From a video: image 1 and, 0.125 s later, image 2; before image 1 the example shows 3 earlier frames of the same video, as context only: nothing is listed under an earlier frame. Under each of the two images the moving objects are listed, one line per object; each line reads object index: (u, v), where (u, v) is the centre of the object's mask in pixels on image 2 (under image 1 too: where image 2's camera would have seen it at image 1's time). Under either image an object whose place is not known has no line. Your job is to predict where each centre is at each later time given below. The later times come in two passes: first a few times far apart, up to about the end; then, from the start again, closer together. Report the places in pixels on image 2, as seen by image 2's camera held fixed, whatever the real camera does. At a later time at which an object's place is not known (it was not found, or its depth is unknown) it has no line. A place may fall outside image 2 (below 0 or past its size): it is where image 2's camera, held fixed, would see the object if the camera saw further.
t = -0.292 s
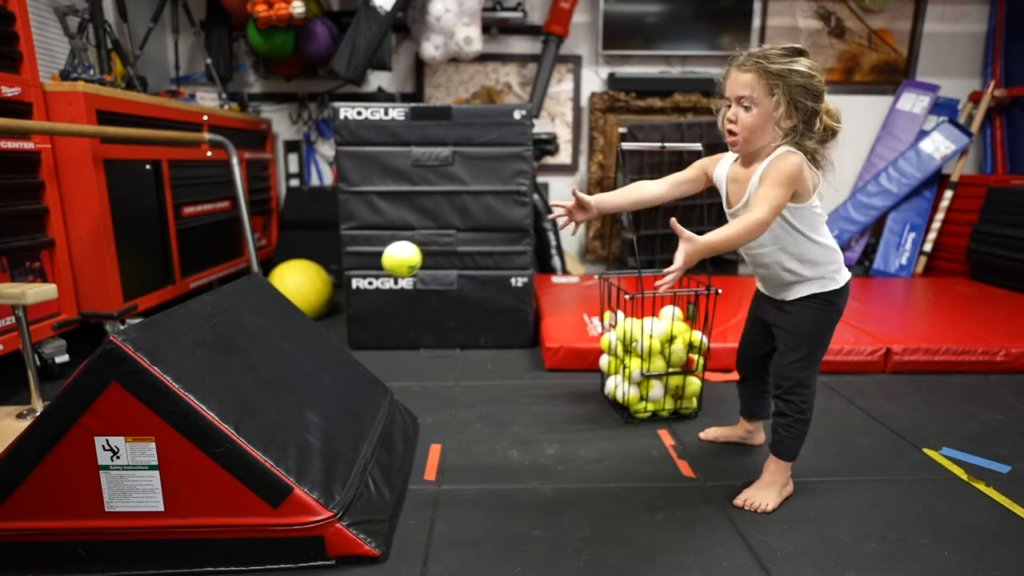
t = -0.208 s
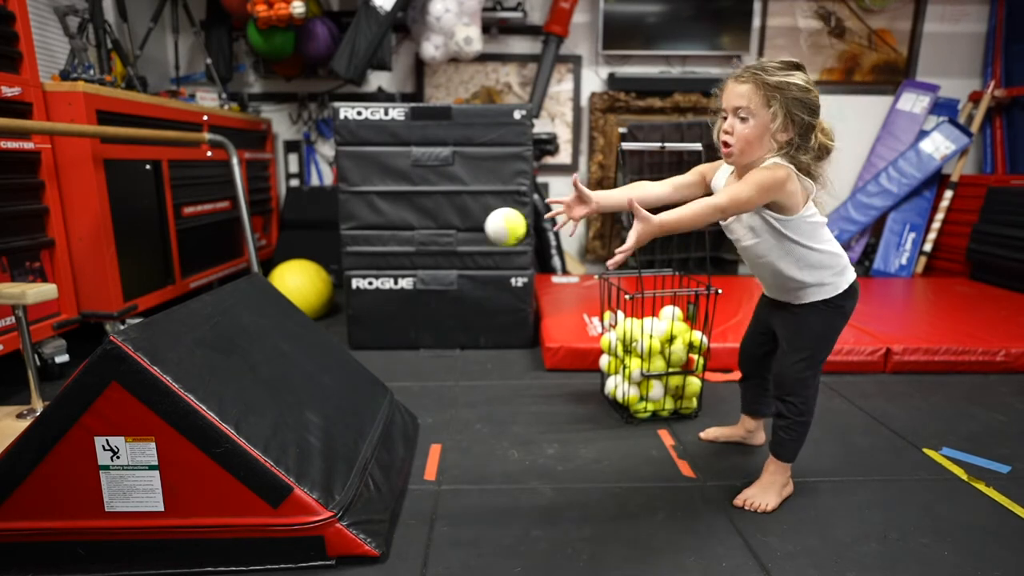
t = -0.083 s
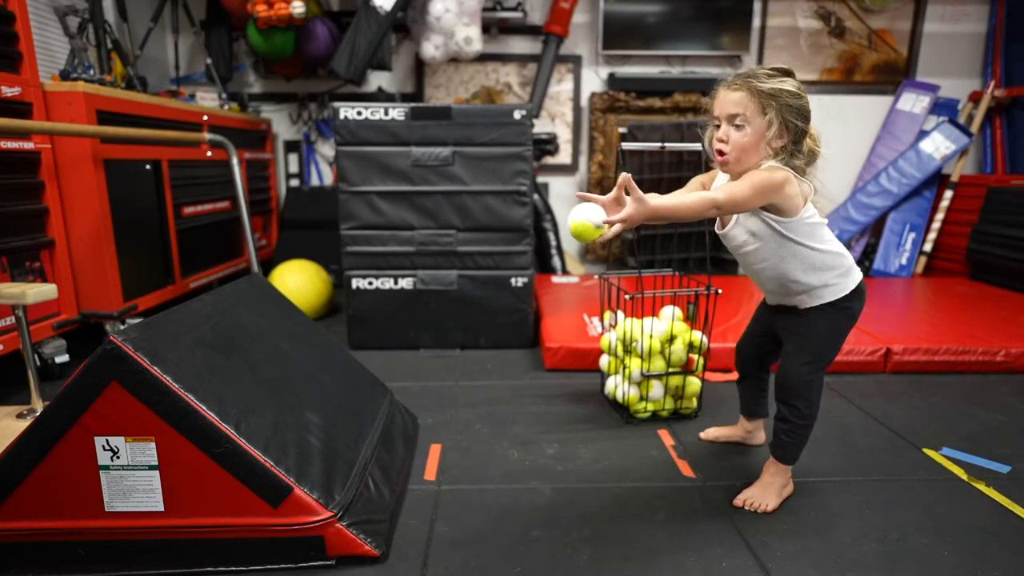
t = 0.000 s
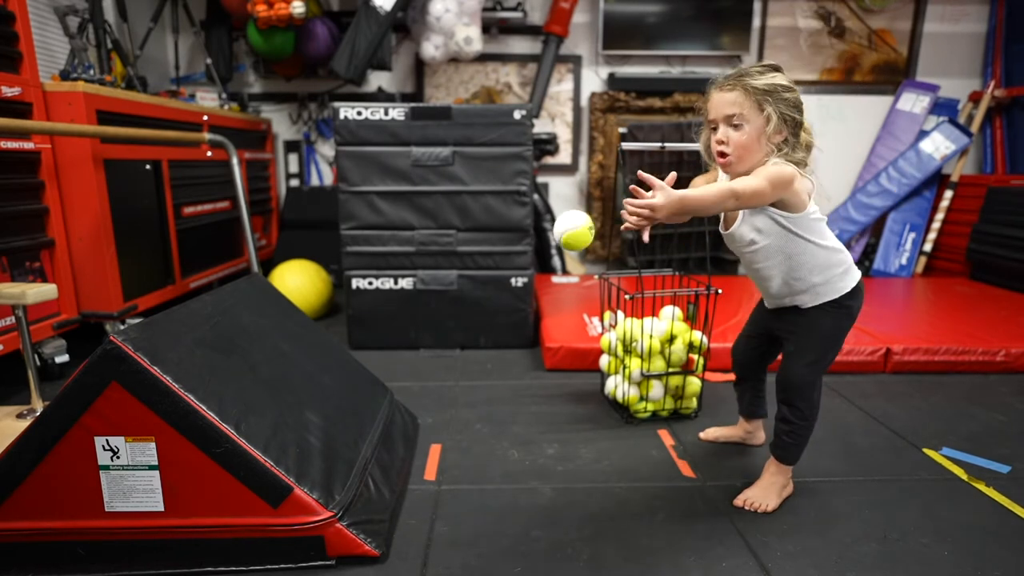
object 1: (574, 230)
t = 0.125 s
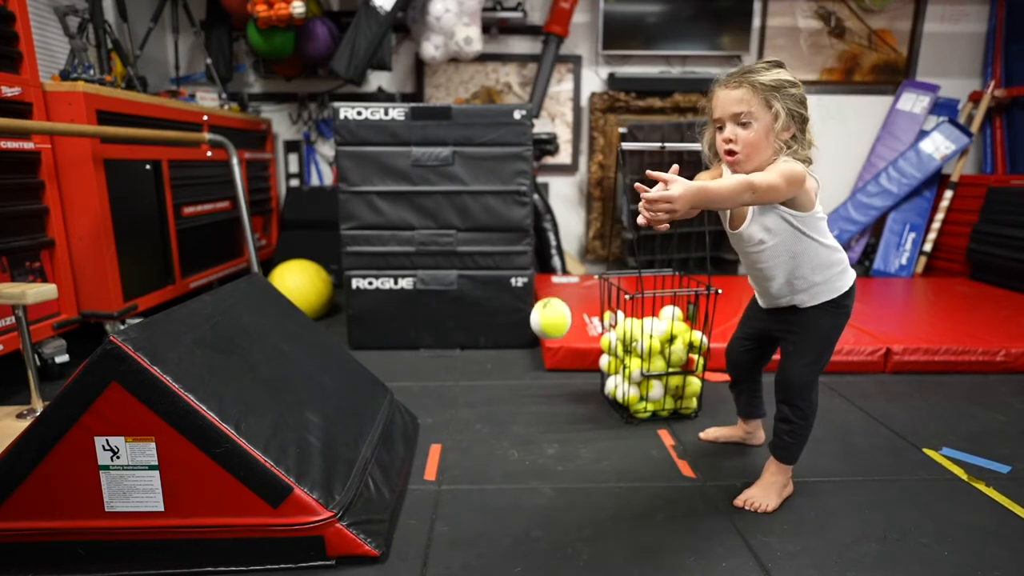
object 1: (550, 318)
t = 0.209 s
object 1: (534, 425)
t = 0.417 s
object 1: (494, 428)
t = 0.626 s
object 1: (446, 388)
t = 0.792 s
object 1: (412, 531)
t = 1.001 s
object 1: (353, 467)
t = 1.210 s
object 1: (295, 552)
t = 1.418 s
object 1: (226, 555)
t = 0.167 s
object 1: (542, 367)
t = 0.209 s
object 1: (534, 425)
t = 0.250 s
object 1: (527, 490)
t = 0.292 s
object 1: (518, 553)
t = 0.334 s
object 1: (511, 504)
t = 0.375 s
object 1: (502, 463)
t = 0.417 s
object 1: (494, 428)
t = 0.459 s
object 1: (484, 401)
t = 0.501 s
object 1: (475, 384)
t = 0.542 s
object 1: (466, 375)
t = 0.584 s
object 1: (456, 377)
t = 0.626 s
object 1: (446, 388)
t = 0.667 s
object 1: (437, 410)
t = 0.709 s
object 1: (428, 441)
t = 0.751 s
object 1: (420, 482)
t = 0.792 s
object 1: (412, 531)
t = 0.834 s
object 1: (404, 562)
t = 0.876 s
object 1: (391, 532)
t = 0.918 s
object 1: (379, 502)
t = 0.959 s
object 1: (366, 480)
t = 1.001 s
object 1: (353, 467)
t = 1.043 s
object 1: (340, 463)
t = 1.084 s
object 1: (328, 470)
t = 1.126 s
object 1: (316, 487)
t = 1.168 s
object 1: (305, 515)
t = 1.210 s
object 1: (295, 552)
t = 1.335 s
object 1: (259, 566)
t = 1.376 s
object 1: (242, 558)
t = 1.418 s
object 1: (226, 555)
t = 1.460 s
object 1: (211, 558)
